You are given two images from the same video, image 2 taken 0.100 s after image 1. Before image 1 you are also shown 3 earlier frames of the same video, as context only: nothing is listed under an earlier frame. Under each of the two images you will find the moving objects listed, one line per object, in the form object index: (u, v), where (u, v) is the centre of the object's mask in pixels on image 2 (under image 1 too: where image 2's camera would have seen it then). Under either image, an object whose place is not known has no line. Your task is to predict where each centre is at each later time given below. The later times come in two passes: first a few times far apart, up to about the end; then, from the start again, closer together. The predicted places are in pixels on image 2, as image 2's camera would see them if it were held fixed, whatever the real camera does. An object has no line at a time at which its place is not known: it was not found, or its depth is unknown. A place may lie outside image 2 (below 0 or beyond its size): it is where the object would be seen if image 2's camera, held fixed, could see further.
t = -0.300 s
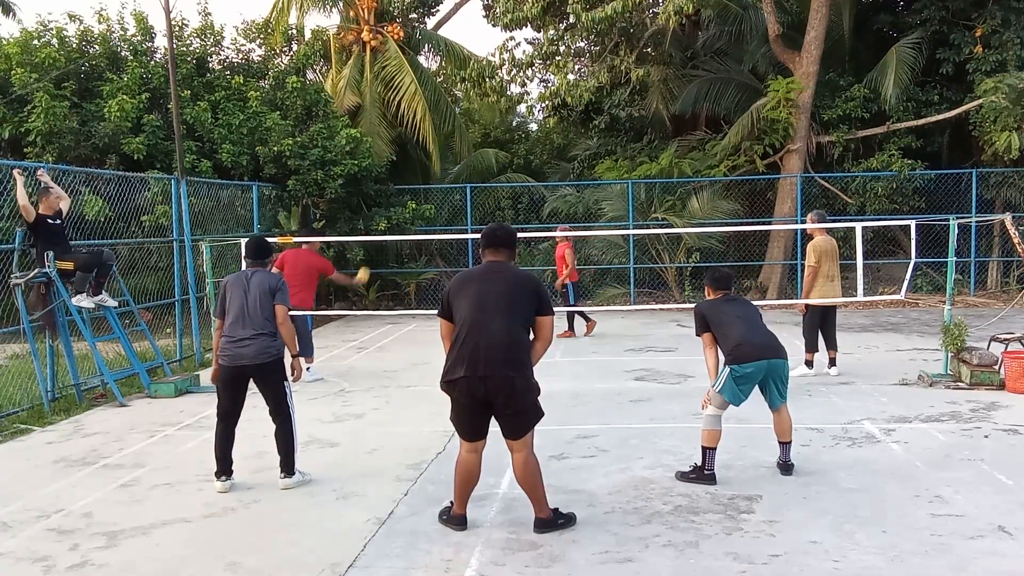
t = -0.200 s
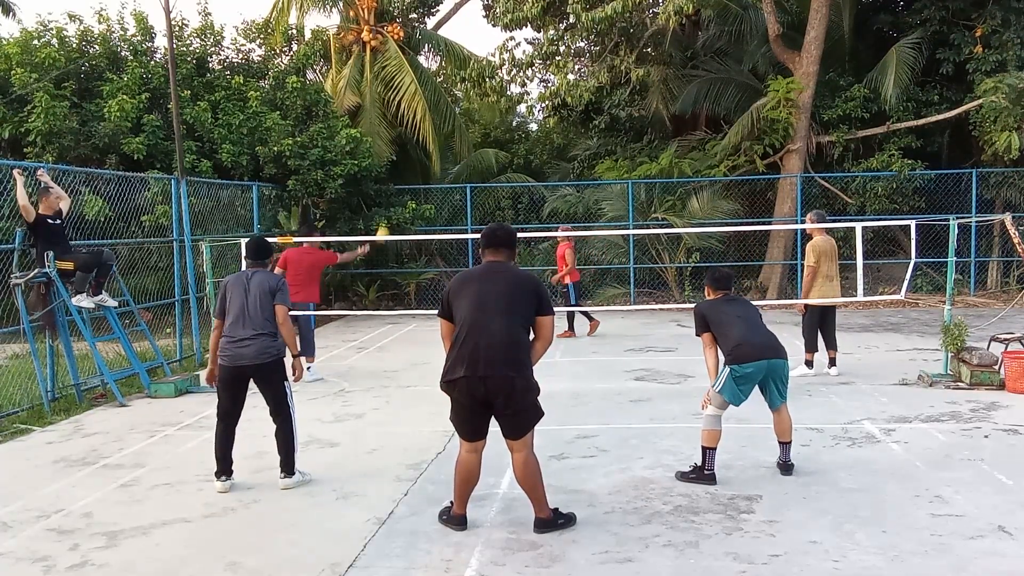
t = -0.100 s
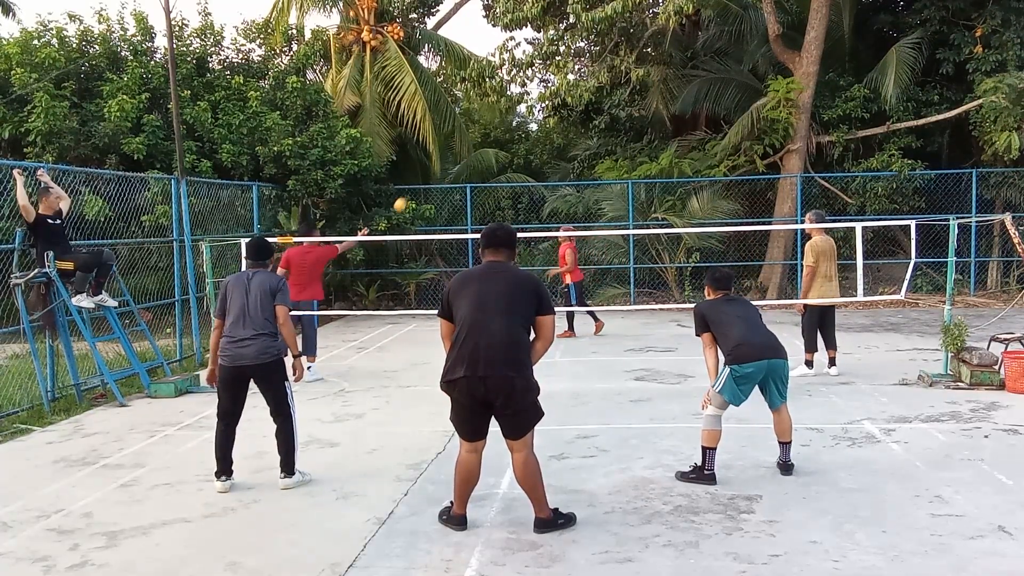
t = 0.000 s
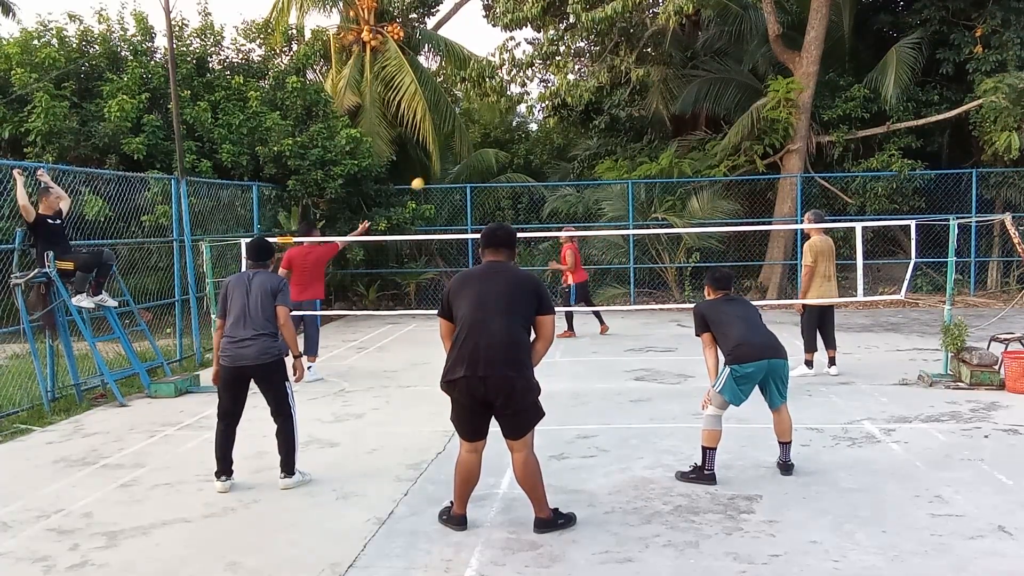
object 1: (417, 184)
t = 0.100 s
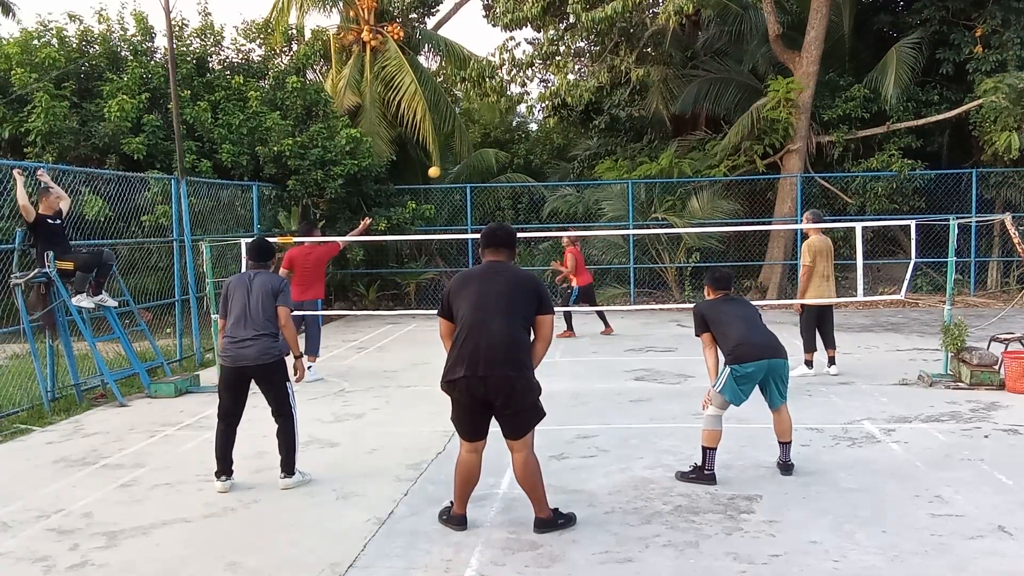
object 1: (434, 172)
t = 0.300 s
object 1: (465, 172)
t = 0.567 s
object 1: (501, 216)
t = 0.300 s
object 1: (465, 172)
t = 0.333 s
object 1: (470, 175)
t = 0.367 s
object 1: (474, 178)
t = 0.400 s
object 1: (479, 183)
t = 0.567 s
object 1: (501, 216)
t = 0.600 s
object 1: (506, 221)
